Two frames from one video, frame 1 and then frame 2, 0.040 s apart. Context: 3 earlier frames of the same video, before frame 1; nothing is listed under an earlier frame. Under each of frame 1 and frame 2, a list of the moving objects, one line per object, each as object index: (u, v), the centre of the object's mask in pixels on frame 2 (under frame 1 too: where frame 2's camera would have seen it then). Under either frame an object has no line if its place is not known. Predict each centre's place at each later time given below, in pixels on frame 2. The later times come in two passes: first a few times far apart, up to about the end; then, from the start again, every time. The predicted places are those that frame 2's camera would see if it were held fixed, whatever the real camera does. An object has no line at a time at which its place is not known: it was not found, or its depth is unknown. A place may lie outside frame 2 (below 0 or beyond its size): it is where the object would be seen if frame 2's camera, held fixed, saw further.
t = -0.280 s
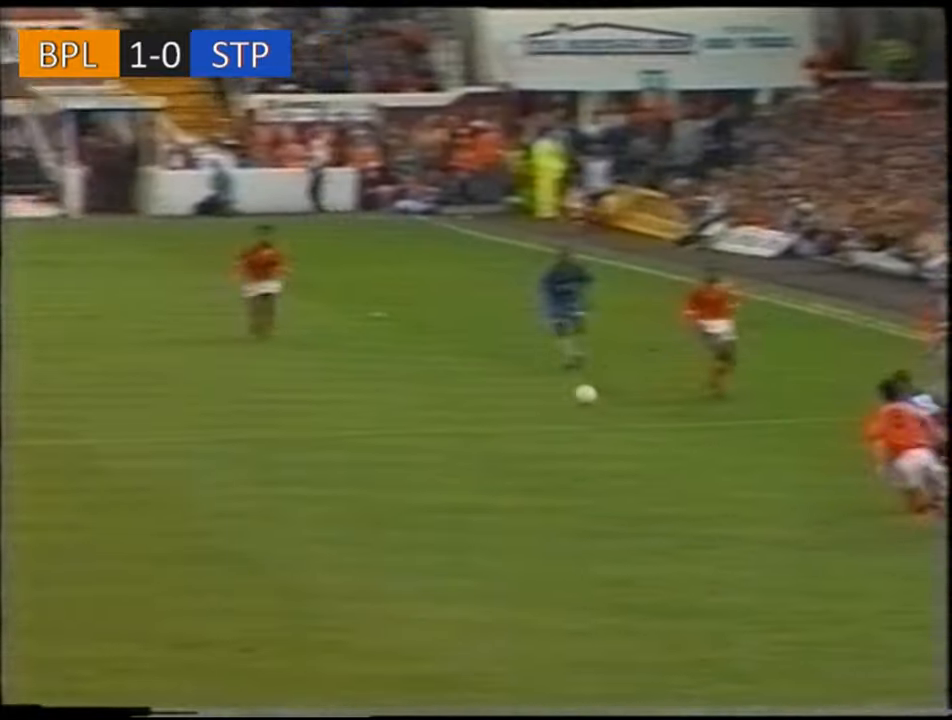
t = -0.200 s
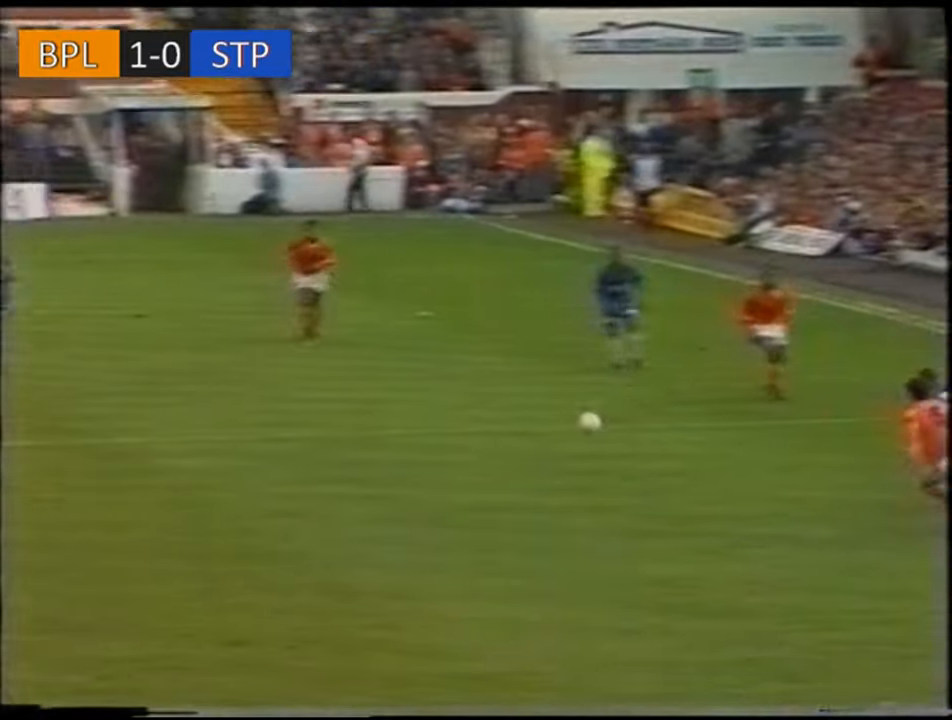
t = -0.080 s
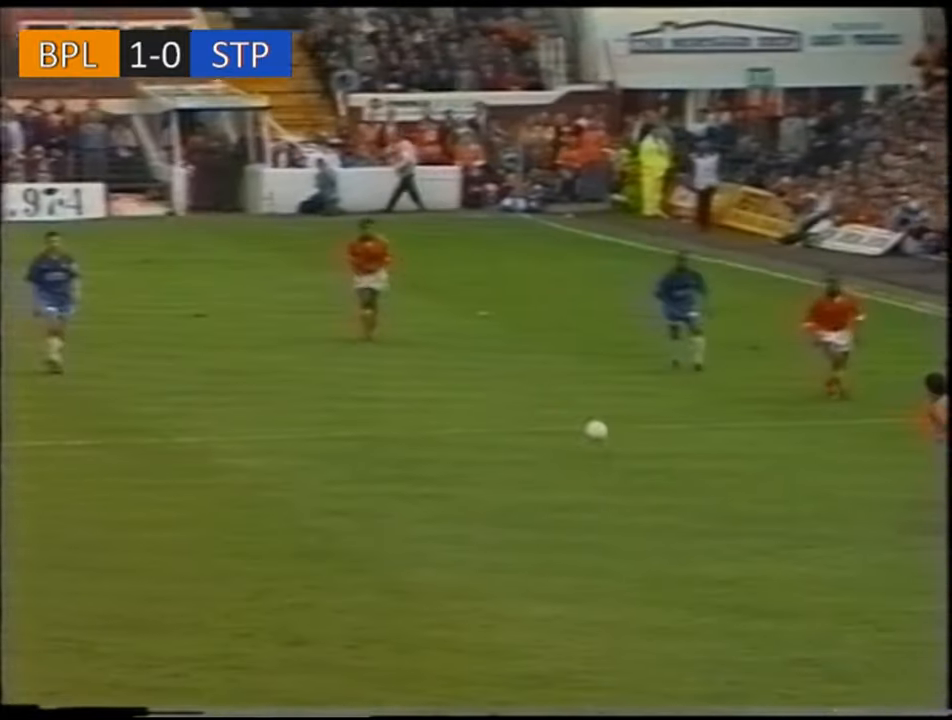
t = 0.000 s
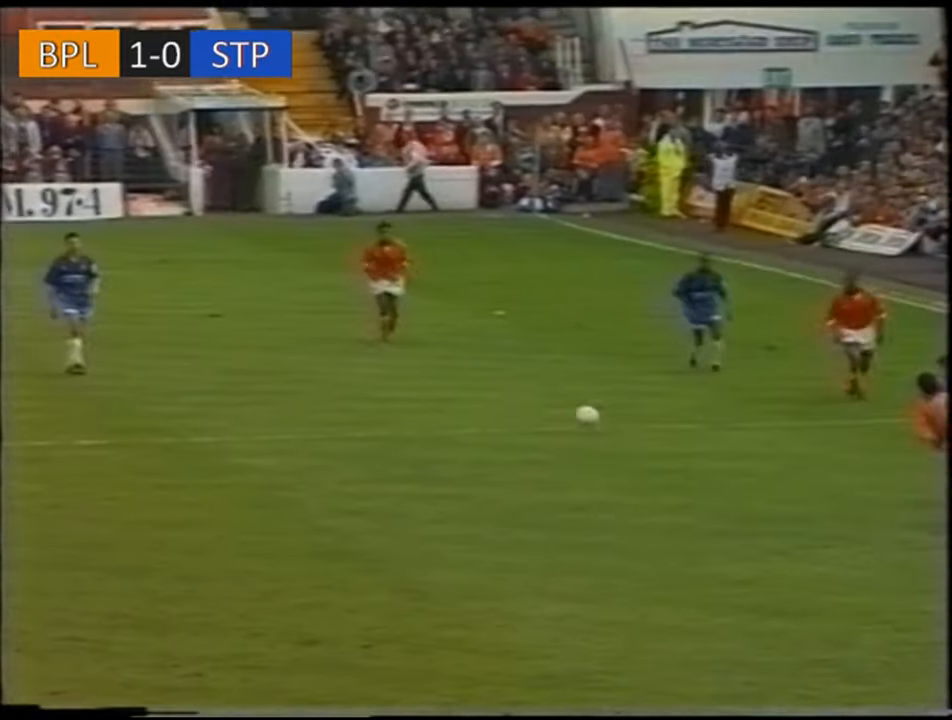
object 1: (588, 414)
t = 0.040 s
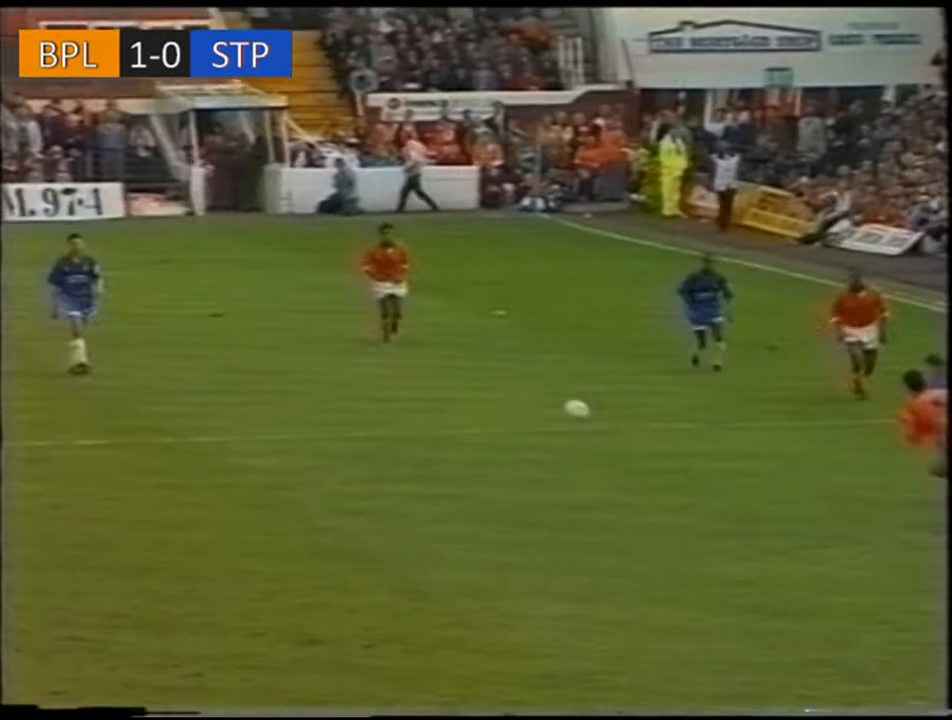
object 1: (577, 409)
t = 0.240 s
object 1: (514, 404)
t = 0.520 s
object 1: (437, 460)
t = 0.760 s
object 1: (372, 449)
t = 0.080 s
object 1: (563, 405)
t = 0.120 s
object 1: (551, 403)
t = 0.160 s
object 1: (539, 401)
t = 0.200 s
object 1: (527, 402)
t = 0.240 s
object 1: (514, 404)
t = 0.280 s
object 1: (503, 408)
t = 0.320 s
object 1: (493, 413)
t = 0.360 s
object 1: (481, 419)
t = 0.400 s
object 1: (470, 427)
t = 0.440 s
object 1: (460, 437)
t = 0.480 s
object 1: (448, 448)
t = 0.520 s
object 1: (437, 460)
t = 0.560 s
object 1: (426, 463)
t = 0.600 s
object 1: (415, 457)
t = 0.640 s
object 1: (403, 453)
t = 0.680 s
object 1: (394, 450)
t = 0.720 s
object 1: (381, 449)
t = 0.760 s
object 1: (372, 449)
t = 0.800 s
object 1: (360, 450)
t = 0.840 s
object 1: (349, 454)
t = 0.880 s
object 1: (339, 458)
